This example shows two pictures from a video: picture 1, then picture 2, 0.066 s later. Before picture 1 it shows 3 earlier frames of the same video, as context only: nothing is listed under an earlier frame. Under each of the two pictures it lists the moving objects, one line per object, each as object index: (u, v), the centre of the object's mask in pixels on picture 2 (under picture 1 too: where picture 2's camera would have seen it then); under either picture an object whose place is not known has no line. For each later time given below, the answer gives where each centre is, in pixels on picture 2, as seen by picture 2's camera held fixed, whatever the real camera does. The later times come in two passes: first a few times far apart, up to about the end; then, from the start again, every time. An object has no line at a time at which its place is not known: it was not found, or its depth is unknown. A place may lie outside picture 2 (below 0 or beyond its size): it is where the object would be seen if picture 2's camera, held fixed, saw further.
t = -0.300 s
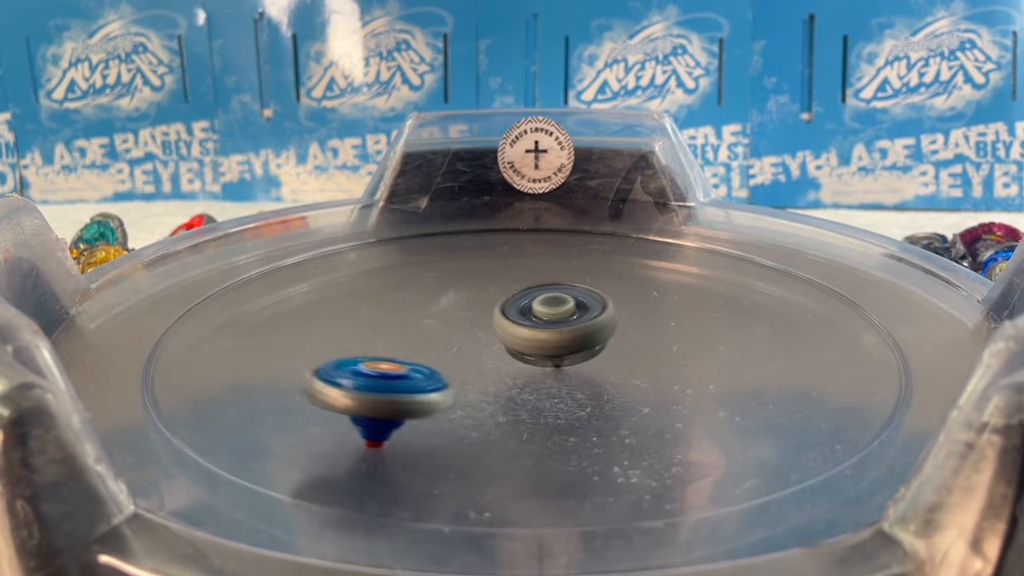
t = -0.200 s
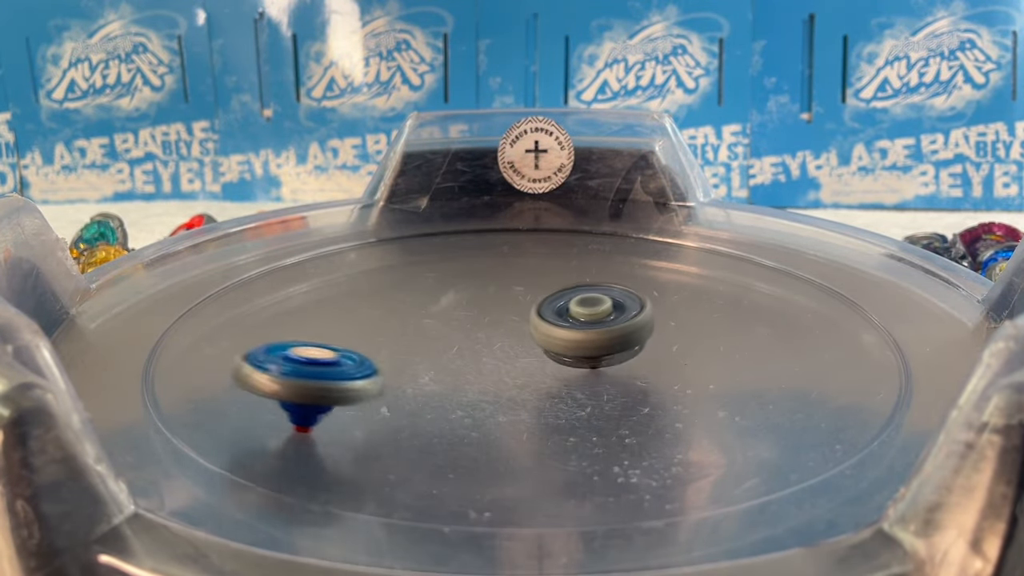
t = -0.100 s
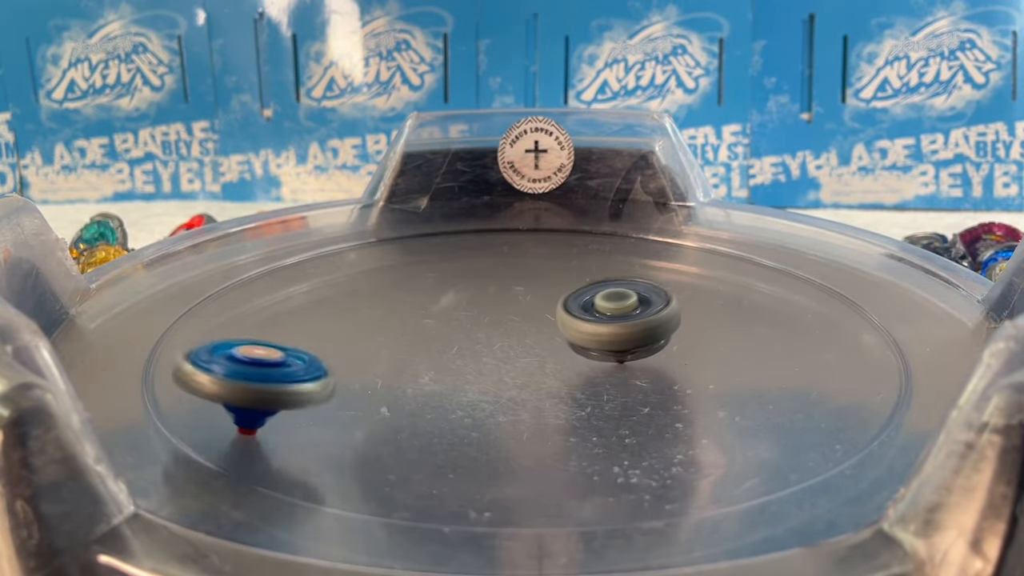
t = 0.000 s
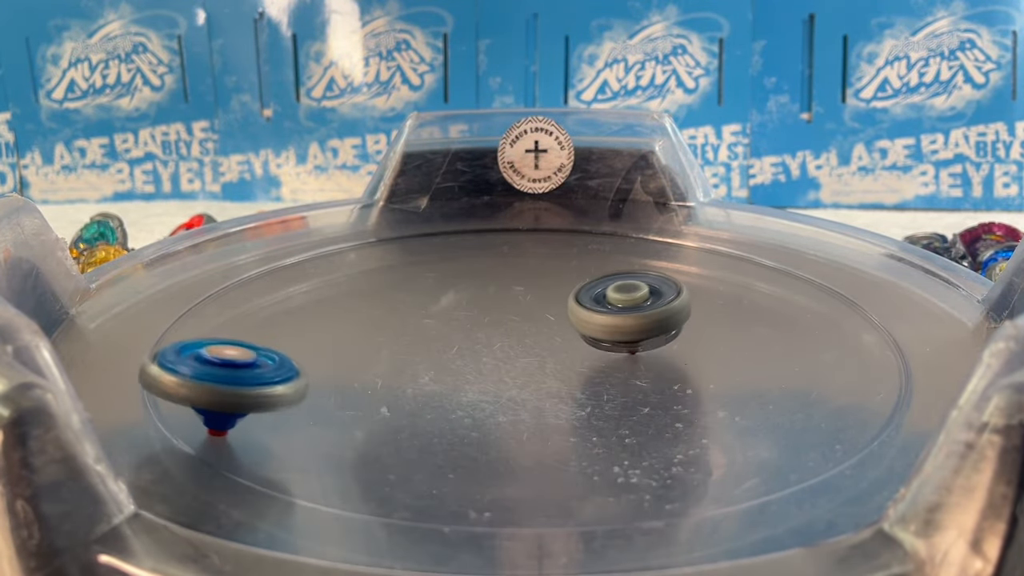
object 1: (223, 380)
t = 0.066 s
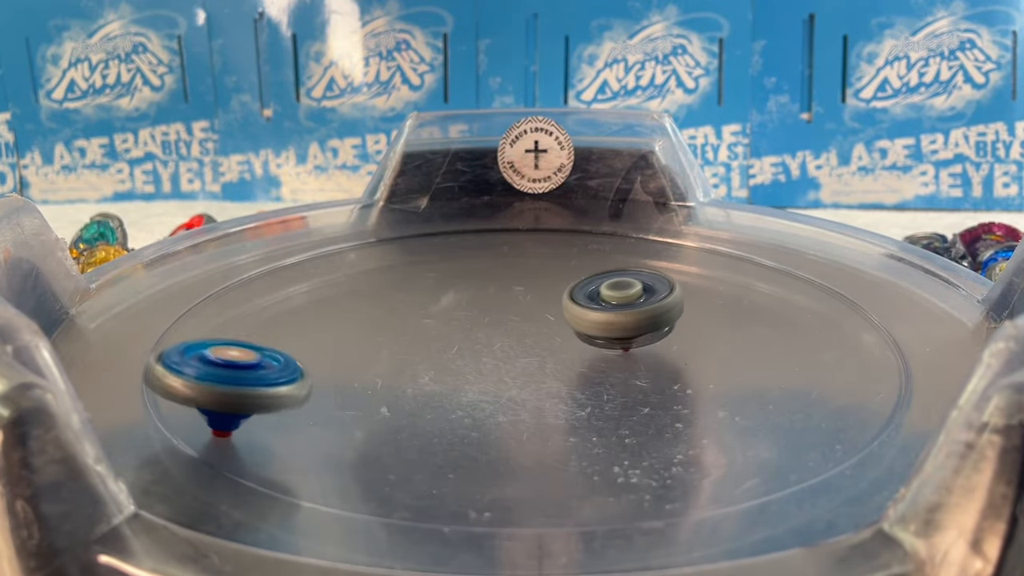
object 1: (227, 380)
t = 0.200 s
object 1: (315, 380)
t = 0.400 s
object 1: (350, 319)
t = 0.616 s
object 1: (190, 291)
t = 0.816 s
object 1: (305, 347)
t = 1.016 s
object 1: (476, 268)
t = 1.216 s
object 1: (285, 240)
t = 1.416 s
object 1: (369, 328)
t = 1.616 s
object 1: (437, 255)
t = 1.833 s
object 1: (341, 241)
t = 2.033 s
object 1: (469, 325)
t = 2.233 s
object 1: (299, 341)
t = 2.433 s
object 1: (636, 323)
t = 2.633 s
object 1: (529, 224)
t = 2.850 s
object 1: (345, 249)
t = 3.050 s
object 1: (398, 363)
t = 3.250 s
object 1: (645, 410)
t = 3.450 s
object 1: (729, 298)
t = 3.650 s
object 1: (561, 357)
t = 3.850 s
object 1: (615, 399)
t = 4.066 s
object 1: (669, 363)
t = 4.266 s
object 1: (488, 356)
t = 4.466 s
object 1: (430, 404)
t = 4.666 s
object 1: (593, 394)
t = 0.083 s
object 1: (234, 380)
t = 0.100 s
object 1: (242, 381)
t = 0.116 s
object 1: (250, 380)
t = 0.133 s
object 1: (260, 380)
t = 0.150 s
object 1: (273, 380)
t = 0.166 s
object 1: (286, 380)
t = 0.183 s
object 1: (301, 380)
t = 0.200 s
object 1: (315, 380)
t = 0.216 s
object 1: (328, 378)
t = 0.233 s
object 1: (340, 375)
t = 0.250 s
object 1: (350, 372)
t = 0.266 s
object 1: (358, 367)
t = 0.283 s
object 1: (365, 362)
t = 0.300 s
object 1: (368, 357)
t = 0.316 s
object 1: (369, 350)
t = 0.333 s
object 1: (370, 344)
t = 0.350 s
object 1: (368, 338)
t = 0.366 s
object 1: (364, 332)
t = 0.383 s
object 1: (358, 326)
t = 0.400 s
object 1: (350, 319)
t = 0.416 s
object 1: (340, 314)
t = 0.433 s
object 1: (328, 308)
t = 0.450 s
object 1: (315, 303)
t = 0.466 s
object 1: (300, 298)
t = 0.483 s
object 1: (286, 294)
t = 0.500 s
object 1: (271, 291)
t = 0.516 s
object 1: (256, 290)
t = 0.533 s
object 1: (242, 289)
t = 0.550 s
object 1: (229, 288)
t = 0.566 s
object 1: (216, 288)
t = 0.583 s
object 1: (206, 289)
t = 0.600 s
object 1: (198, 289)
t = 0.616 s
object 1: (190, 291)
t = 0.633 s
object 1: (185, 293)
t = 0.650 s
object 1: (181, 296)
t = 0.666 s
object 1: (180, 300)
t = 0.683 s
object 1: (182, 304)
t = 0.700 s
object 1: (187, 309)
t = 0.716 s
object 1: (195, 314)
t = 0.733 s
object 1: (207, 319)
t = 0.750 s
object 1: (221, 324)
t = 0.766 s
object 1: (238, 329)
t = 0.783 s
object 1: (258, 336)
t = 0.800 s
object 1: (280, 342)
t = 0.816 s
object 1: (305, 347)
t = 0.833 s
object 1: (333, 352)
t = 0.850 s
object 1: (362, 354)
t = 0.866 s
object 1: (391, 355)
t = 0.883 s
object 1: (419, 353)
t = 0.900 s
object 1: (444, 349)
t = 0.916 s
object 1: (466, 342)
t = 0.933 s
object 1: (478, 331)
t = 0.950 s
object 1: (485, 319)
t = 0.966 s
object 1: (488, 307)
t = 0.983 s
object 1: (487, 295)
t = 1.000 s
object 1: (483, 281)
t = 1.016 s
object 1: (476, 268)
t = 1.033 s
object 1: (464, 255)
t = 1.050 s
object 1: (450, 243)
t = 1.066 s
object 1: (433, 232)
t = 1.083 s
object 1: (416, 222)
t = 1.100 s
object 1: (397, 214)
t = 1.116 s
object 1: (378, 207)
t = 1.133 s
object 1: (360, 205)
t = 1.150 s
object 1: (342, 209)
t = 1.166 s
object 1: (324, 220)
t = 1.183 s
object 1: (306, 237)
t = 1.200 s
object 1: (295, 237)
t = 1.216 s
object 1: (285, 240)
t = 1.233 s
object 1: (277, 247)
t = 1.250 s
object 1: (271, 251)
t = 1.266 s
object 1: (269, 256)
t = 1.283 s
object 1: (270, 262)
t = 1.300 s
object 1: (272, 269)
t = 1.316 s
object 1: (277, 275)
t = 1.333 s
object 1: (284, 283)
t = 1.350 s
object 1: (293, 292)
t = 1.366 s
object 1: (307, 302)
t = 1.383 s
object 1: (324, 311)
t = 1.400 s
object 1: (345, 320)
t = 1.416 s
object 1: (369, 328)
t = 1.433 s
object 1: (396, 334)
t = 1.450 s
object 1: (425, 338)
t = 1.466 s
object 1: (453, 339)
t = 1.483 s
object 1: (455, 324)
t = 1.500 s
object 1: (454, 311)
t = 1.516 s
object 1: (453, 304)
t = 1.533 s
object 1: (453, 293)
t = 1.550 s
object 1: (454, 286)
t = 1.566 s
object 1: (453, 276)
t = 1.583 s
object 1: (449, 269)
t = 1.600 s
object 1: (444, 262)
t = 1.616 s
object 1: (437, 255)
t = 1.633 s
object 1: (428, 250)
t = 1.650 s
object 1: (419, 245)
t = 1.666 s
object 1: (411, 241)
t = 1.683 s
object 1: (401, 237)
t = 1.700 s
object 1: (391, 235)
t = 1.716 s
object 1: (382, 233)
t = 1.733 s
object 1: (374, 232)
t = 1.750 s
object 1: (366, 231)
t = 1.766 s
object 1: (360, 231)
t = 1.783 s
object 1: (354, 232)
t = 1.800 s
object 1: (348, 234)
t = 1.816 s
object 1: (344, 237)
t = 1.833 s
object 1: (341, 241)
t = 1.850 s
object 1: (339, 246)
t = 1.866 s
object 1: (339, 251)
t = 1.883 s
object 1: (341, 257)
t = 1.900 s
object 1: (344, 265)
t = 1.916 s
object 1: (349, 273)
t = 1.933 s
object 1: (356, 281)
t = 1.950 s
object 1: (367, 291)
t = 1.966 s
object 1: (382, 300)
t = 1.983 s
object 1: (400, 308)
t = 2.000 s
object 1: (420, 315)
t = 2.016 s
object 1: (444, 320)
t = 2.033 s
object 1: (469, 325)
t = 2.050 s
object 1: (446, 320)
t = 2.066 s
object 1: (410, 311)
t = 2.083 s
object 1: (371, 309)
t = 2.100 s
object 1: (338, 309)
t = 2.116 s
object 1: (317, 304)
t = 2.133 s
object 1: (295, 306)
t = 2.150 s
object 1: (284, 305)
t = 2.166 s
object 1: (277, 308)
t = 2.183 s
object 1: (273, 313)
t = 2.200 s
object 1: (277, 319)
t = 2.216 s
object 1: (285, 330)
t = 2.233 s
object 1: (299, 341)
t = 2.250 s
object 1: (319, 349)
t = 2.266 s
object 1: (345, 360)
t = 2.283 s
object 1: (375, 368)
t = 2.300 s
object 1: (408, 374)
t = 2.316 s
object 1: (444, 377)
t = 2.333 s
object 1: (484, 378)
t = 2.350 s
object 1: (521, 375)
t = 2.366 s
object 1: (554, 369)
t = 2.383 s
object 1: (585, 361)
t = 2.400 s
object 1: (606, 350)
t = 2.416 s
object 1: (625, 337)
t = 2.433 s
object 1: (636, 323)
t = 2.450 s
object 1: (642, 309)
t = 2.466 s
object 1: (636, 297)
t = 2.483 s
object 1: (629, 289)
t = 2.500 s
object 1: (620, 287)
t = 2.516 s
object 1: (612, 286)
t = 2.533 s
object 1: (602, 271)
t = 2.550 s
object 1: (591, 264)
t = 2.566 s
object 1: (582, 262)
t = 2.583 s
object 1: (570, 249)
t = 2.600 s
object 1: (559, 241)
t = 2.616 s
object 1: (545, 233)
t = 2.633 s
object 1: (529, 224)
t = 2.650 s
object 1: (514, 221)
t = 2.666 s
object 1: (499, 214)
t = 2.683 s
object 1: (485, 210)
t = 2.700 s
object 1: (469, 205)
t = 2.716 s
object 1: (446, 204)
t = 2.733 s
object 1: (424, 209)
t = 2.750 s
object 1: (402, 219)
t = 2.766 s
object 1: (387, 221)
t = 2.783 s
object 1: (373, 226)
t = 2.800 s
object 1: (363, 230)
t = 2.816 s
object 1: (355, 235)
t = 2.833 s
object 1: (349, 242)
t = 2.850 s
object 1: (345, 249)
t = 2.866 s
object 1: (343, 257)
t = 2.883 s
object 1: (344, 267)
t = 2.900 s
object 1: (345, 279)
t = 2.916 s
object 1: (350, 290)
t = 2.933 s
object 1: (360, 302)
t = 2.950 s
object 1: (372, 312)
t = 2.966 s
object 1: (392, 322)
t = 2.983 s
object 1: (414, 331)
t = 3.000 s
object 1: (440, 339)
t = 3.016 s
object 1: (448, 347)
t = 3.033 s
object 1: (423, 351)
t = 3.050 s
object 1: (398, 363)
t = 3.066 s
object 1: (382, 367)
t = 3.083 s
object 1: (370, 376)
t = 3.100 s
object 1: (368, 381)
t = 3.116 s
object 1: (370, 390)
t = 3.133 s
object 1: (381, 398)
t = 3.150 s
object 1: (402, 404)
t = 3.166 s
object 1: (431, 412)
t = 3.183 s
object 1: (469, 416)
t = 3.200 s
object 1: (513, 419)
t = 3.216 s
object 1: (557, 419)
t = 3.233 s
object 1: (603, 416)
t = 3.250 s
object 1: (645, 410)
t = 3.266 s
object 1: (681, 402)
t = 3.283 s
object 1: (713, 392)
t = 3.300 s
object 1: (741, 380)
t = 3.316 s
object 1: (762, 366)
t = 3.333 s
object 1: (775, 352)
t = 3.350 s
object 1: (781, 338)
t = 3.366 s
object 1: (783, 324)
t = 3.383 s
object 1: (779, 311)
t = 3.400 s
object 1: (773, 299)
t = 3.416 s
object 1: (762, 290)
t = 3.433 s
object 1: (747, 293)
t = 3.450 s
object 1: (729, 298)
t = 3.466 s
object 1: (708, 310)
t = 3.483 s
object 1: (688, 317)
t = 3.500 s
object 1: (669, 322)
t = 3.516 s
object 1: (650, 326)
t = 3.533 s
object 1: (635, 329)
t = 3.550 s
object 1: (619, 332)
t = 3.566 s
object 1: (607, 335)
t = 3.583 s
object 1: (595, 339)
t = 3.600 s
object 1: (585, 343)
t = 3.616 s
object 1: (575, 348)
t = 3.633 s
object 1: (567, 352)
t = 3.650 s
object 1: (561, 357)
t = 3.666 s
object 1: (556, 362)
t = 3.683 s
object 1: (552, 367)
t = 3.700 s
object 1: (550, 372)
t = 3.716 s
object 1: (550, 377)
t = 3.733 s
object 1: (553, 382)
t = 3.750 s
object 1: (558, 386)
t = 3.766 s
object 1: (565, 389)
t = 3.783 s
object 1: (572, 393)
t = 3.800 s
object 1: (582, 395)
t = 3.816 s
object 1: (591, 398)
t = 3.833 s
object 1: (603, 399)
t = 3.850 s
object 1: (615, 399)
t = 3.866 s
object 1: (628, 399)
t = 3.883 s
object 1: (640, 399)
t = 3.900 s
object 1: (651, 397)
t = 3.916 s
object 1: (663, 396)
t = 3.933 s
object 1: (672, 393)
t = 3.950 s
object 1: (681, 390)
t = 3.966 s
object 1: (686, 386)
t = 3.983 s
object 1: (689, 382)
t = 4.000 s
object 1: (689, 378)
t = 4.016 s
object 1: (688, 374)
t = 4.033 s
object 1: (684, 371)
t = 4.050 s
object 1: (678, 367)
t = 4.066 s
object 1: (669, 363)
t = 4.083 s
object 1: (658, 360)
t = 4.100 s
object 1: (647, 358)
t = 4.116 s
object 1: (633, 355)
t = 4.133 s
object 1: (619, 354)
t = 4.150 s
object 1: (603, 352)
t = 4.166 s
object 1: (587, 351)
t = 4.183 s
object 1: (571, 351)
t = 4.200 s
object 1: (554, 351)
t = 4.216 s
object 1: (539, 351)
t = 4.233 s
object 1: (521, 352)
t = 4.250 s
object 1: (504, 354)
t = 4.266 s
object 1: (488, 356)
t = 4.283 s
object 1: (473, 358)
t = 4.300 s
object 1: (460, 361)
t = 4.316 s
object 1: (448, 364)
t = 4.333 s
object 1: (437, 369)
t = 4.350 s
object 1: (428, 373)
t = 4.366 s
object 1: (421, 377)
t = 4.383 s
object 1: (417, 382)
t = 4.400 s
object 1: (415, 386)
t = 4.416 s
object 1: (414, 391)
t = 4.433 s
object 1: (416, 396)
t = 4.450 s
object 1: (422, 400)
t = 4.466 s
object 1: (430, 404)
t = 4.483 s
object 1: (440, 408)
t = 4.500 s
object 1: (453, 411)
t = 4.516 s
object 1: (468, 413)
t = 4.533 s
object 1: (484, 415)
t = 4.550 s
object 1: (500, 416)
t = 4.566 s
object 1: (515, 415)
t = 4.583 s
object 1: (533, 413)
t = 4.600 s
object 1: (550, 411)
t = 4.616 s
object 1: (565, 408)
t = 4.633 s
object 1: (576, 404)
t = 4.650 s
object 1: (586, 399)
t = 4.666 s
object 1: (593, 394)
